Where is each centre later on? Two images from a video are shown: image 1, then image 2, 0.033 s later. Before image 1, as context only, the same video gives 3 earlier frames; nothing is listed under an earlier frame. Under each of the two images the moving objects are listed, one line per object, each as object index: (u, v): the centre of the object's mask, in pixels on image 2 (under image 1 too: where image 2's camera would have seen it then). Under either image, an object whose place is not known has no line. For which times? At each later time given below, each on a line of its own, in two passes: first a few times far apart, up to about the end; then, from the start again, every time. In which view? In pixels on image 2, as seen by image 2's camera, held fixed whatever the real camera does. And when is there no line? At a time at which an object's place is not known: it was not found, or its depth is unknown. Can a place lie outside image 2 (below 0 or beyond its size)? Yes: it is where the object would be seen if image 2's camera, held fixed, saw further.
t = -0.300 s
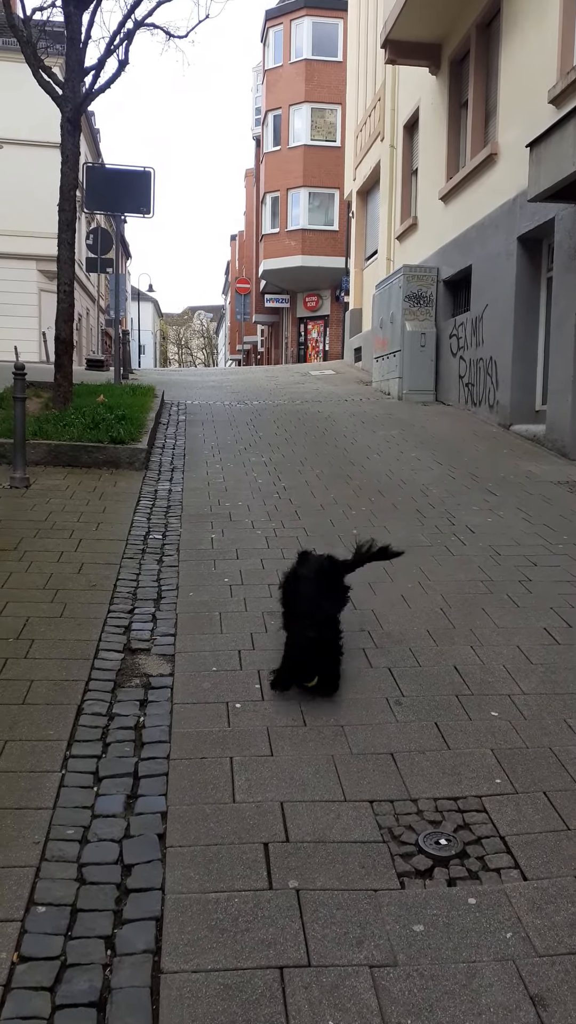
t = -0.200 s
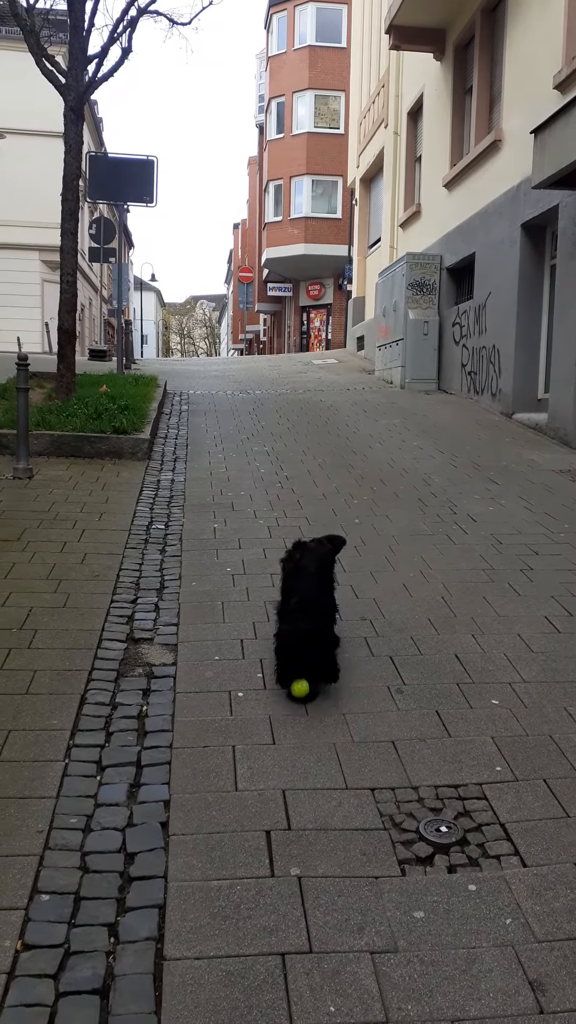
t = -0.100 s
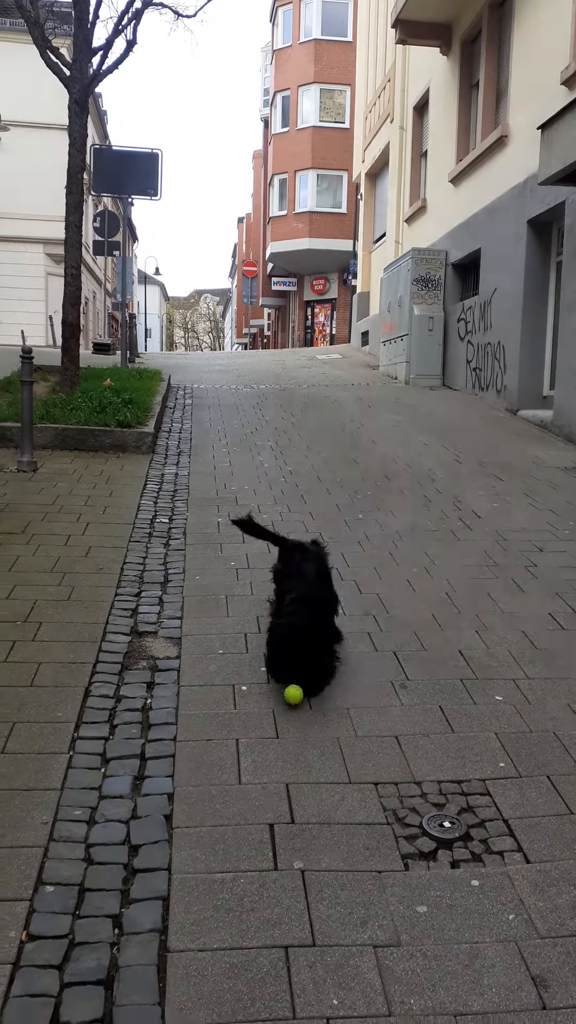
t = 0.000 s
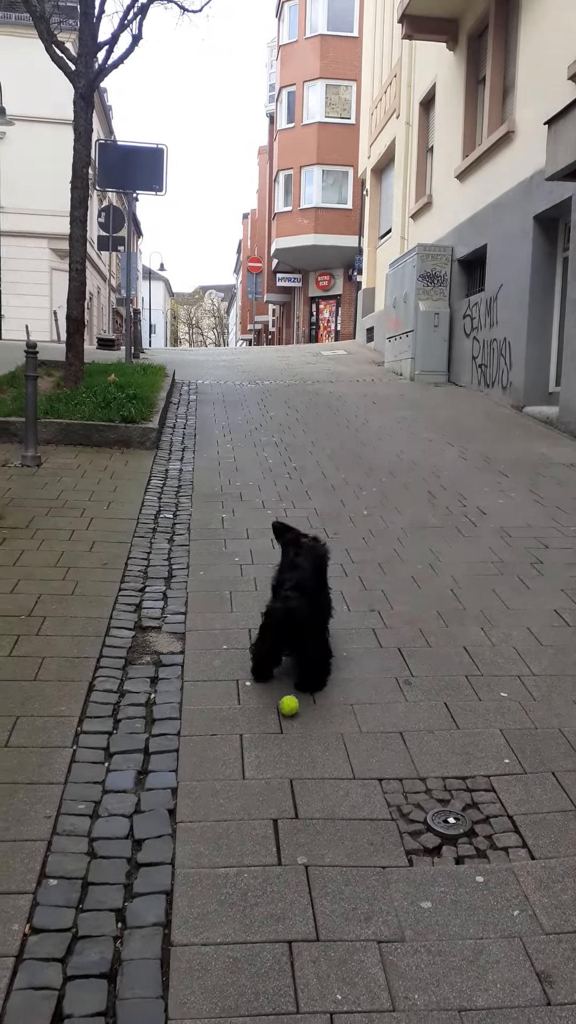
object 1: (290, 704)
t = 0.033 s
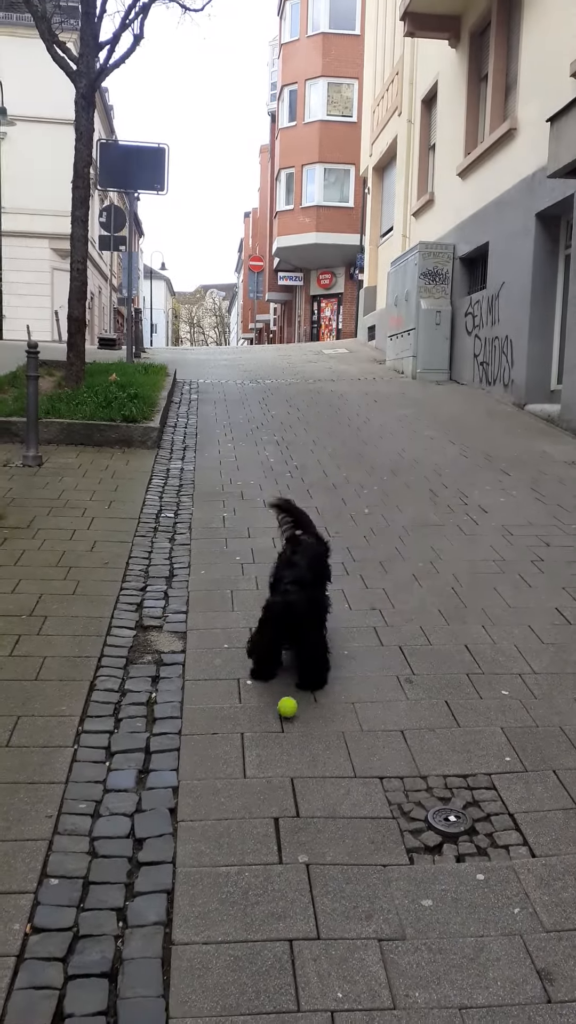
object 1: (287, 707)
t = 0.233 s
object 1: (277, 741)
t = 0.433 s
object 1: (267, 783)
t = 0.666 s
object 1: (253, 848)
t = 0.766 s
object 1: (243, 880)
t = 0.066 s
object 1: (284, 713)
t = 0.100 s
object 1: (281, 720)
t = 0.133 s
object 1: (280, 722)
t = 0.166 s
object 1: (279, 728)
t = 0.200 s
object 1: (278, 735)
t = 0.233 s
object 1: (277, 741)
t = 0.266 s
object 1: (274, 744)
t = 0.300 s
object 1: (273, 754)
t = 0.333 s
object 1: (271, 761)
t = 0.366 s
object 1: (270, 765)
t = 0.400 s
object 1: (269, 774)
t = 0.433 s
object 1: (267, 783)
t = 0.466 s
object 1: (265, 790)
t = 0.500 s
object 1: (263, 800)
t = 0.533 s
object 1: (262, 808)
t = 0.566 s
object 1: (260, 816)
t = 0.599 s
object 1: (257, 828)
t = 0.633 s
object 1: (254, 837)
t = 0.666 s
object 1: (253, 848)
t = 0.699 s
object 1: (249, 857)
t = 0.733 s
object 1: (247, 866)
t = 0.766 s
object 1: (243, 880)
